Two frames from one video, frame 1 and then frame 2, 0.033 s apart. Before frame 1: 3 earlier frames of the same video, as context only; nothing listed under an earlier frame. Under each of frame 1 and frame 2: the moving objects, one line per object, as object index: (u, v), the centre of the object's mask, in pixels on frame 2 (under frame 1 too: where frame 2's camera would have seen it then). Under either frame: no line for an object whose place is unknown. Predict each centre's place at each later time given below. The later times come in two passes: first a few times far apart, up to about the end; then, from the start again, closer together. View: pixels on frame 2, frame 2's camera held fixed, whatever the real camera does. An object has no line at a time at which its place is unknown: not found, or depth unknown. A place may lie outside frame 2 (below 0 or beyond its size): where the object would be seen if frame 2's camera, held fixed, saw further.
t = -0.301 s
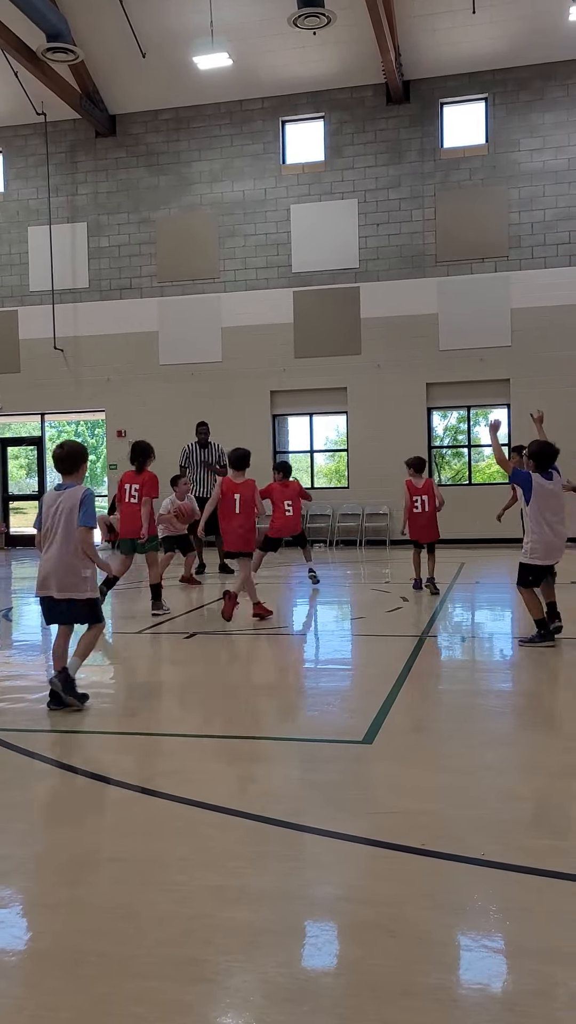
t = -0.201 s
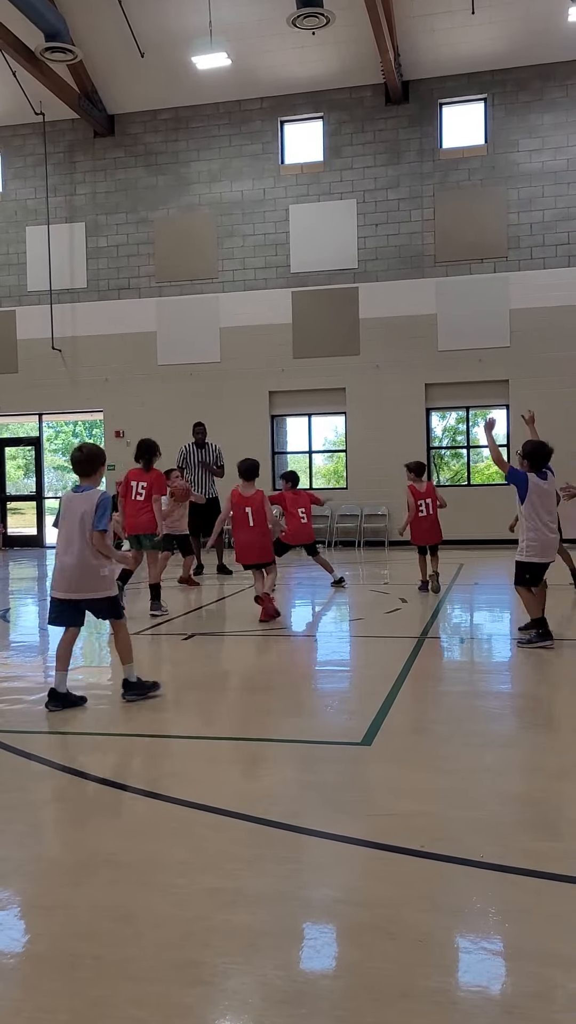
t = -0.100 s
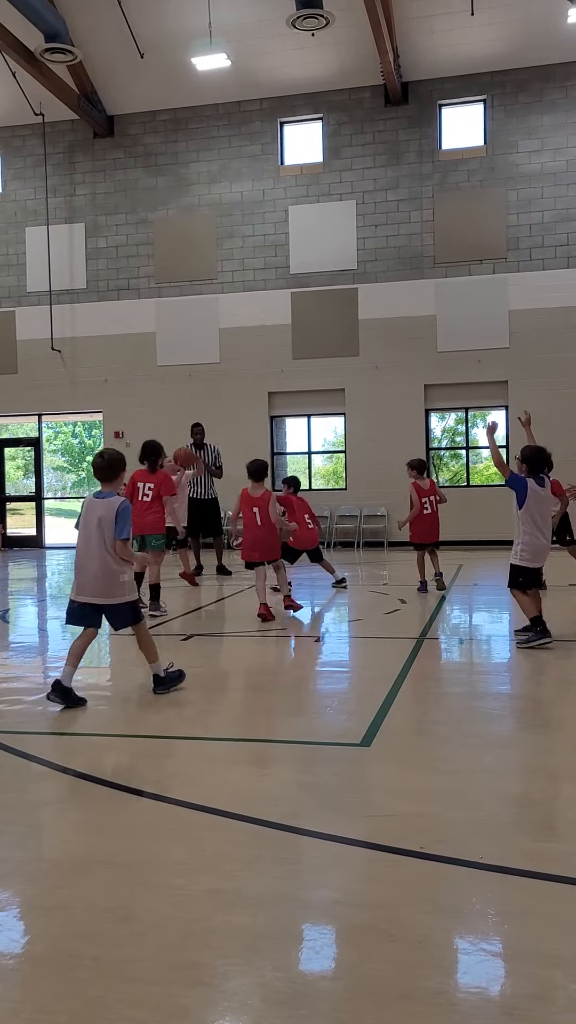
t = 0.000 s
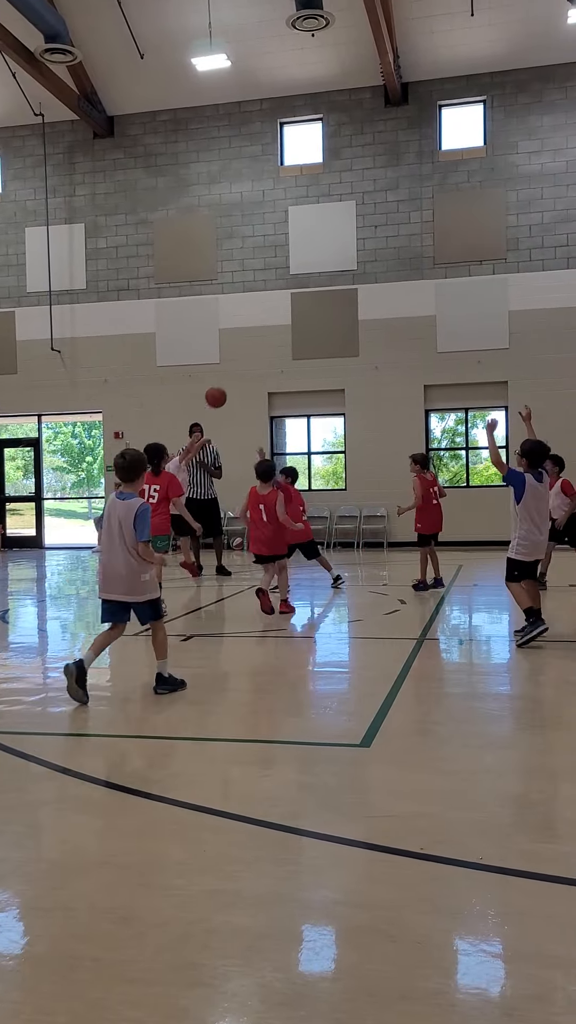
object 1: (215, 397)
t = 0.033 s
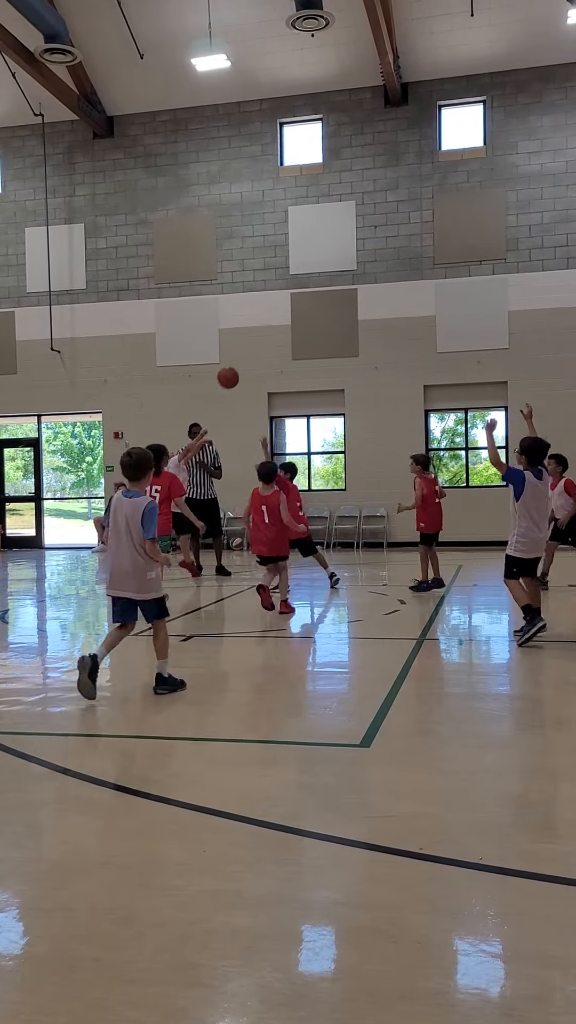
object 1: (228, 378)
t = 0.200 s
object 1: (293, 291)
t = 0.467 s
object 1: (405, 202)
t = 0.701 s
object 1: (516, 180)
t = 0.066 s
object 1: (241, 359)
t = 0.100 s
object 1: (253, 341)
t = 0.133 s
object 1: (266, 323)
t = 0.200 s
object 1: (293, 291)
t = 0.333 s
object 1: (347, 239)
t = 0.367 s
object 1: (362, 228)
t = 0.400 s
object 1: (376, 218)
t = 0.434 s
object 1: (390, 210)
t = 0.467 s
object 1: (405, 202)
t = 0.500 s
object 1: (420, 196)
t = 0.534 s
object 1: (435, 190)
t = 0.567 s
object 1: (451, 186)
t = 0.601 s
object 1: (467, 183)
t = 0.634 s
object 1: (483, 180)
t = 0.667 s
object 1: (500, 179)
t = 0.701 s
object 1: (516, 180)
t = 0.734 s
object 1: (533, 182)
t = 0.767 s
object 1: (551, 184)
